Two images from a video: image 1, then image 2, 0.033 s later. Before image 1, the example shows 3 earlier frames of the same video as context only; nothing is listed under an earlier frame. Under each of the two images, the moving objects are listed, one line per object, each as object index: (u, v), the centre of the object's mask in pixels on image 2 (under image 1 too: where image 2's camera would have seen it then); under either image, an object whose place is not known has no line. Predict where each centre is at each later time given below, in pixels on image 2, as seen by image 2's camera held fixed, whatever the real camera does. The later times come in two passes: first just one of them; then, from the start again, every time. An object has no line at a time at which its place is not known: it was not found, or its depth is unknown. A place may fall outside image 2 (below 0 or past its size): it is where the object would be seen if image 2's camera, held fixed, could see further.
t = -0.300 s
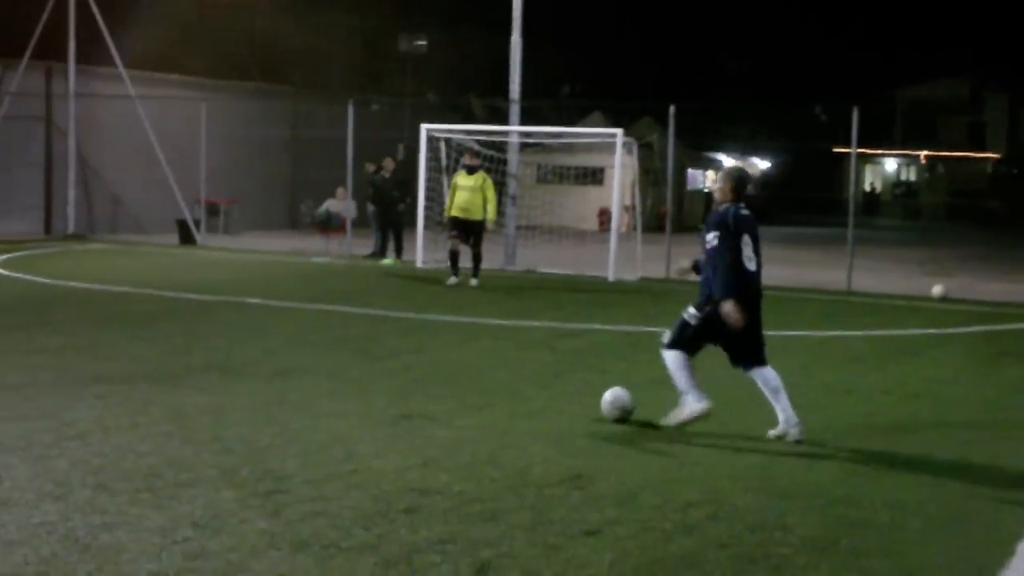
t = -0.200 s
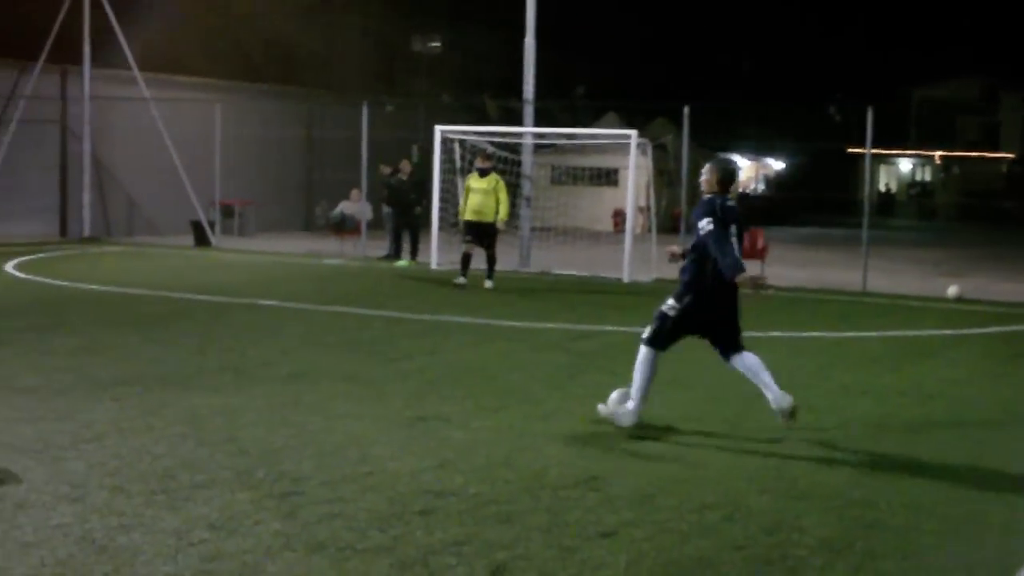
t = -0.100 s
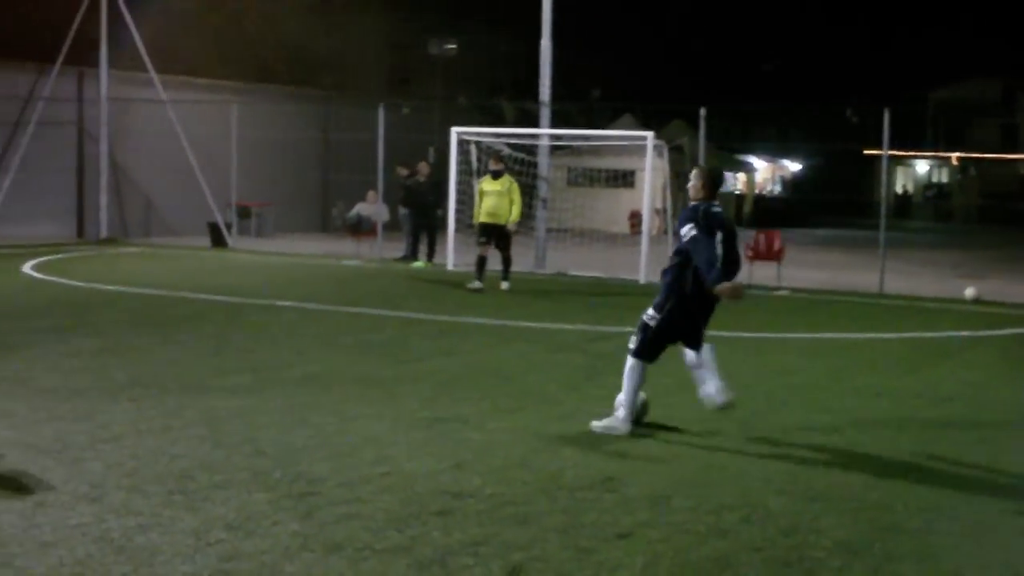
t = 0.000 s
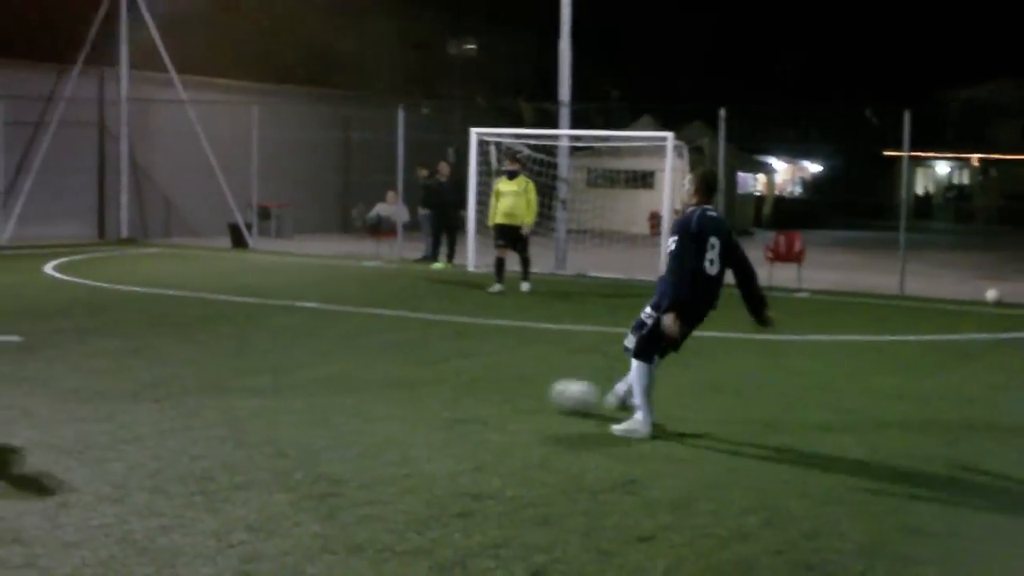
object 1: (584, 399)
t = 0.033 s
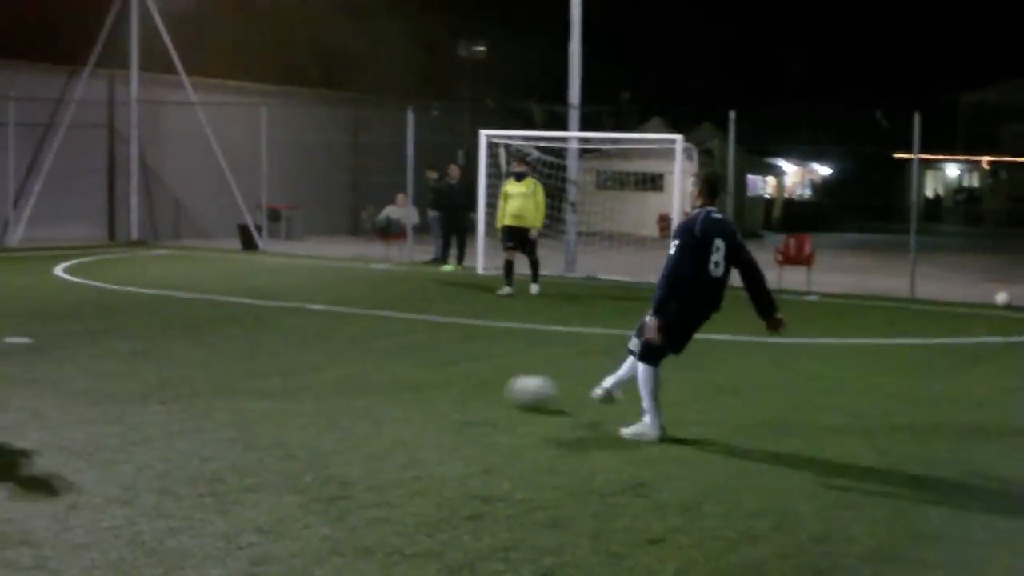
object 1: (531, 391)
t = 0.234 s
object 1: (285, 356)
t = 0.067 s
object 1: (480, 384)
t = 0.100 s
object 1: (438, 376)
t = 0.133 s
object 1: (397, 368)
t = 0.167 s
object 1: (356, 364)
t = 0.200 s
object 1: (319, 360)
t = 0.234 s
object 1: (285, 356)
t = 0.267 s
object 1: (253, 348)
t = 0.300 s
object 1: (224, 342)
